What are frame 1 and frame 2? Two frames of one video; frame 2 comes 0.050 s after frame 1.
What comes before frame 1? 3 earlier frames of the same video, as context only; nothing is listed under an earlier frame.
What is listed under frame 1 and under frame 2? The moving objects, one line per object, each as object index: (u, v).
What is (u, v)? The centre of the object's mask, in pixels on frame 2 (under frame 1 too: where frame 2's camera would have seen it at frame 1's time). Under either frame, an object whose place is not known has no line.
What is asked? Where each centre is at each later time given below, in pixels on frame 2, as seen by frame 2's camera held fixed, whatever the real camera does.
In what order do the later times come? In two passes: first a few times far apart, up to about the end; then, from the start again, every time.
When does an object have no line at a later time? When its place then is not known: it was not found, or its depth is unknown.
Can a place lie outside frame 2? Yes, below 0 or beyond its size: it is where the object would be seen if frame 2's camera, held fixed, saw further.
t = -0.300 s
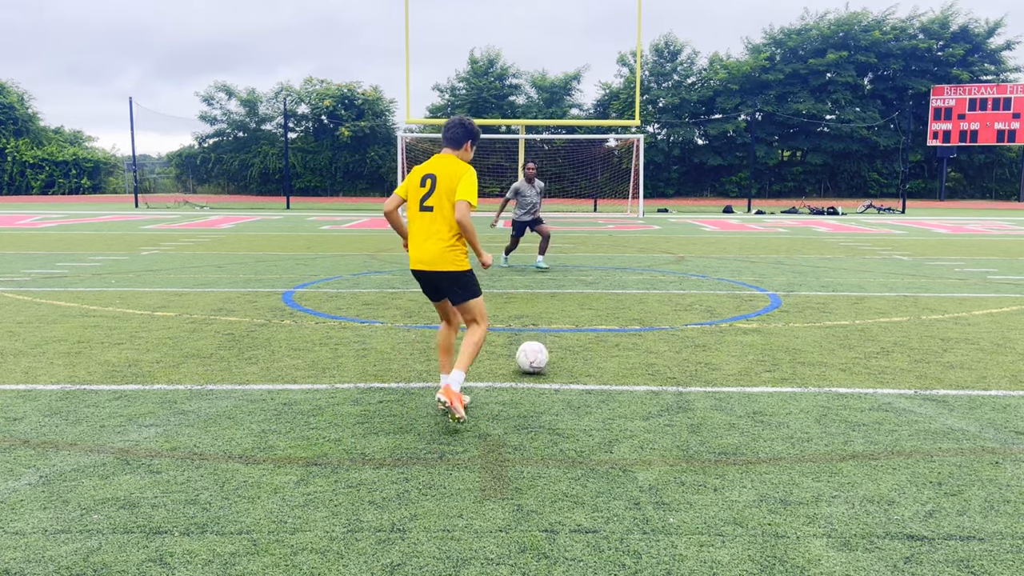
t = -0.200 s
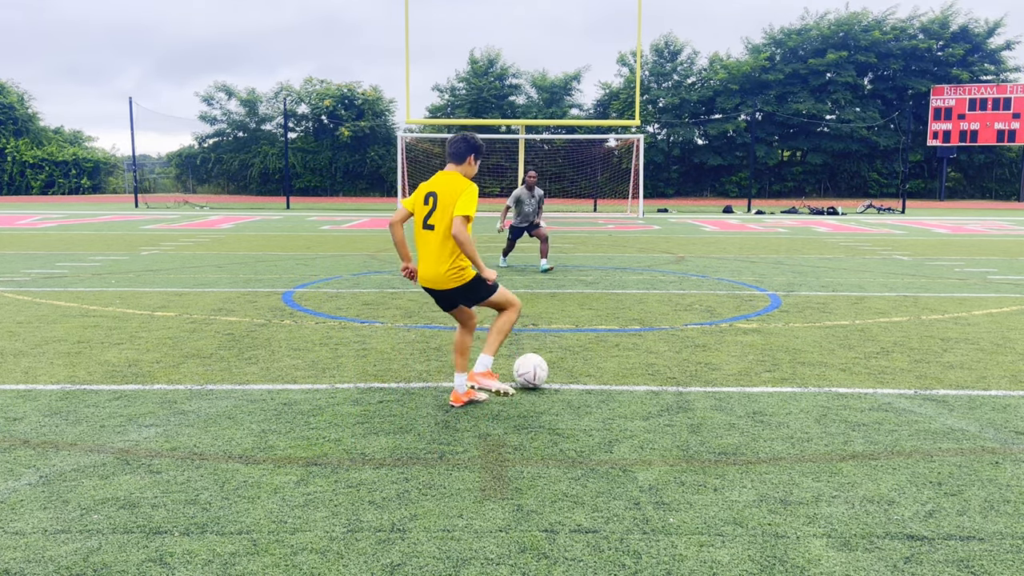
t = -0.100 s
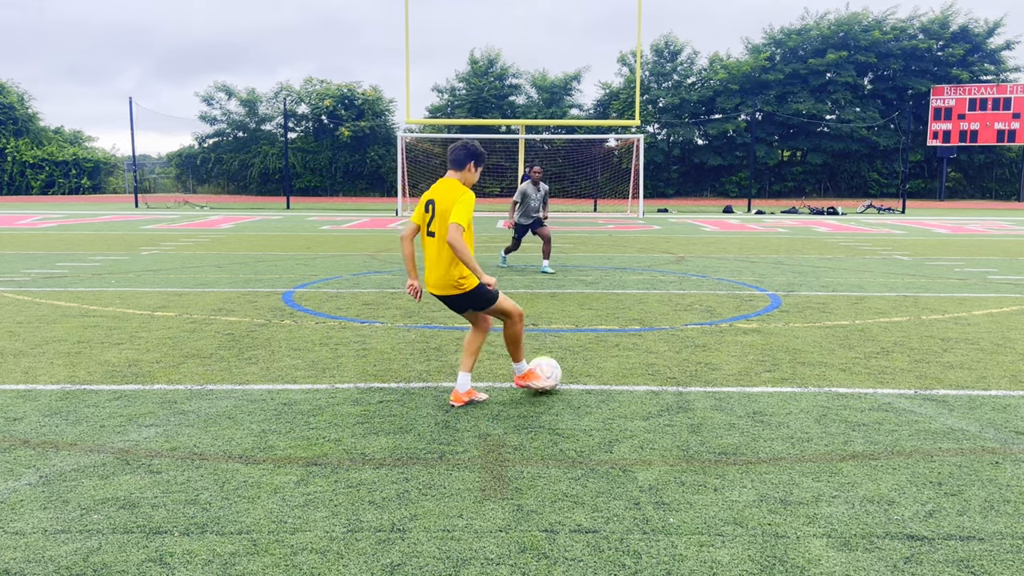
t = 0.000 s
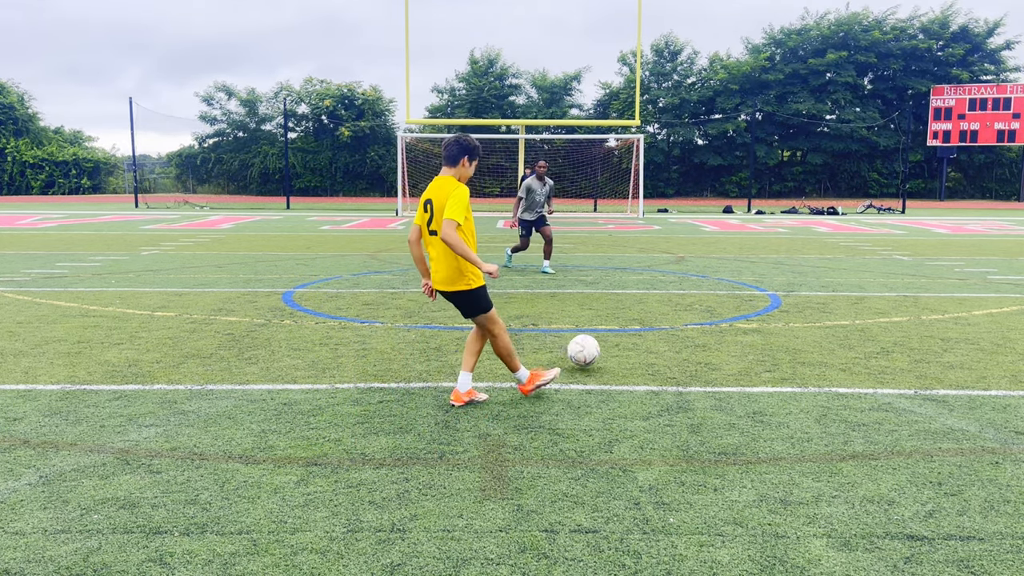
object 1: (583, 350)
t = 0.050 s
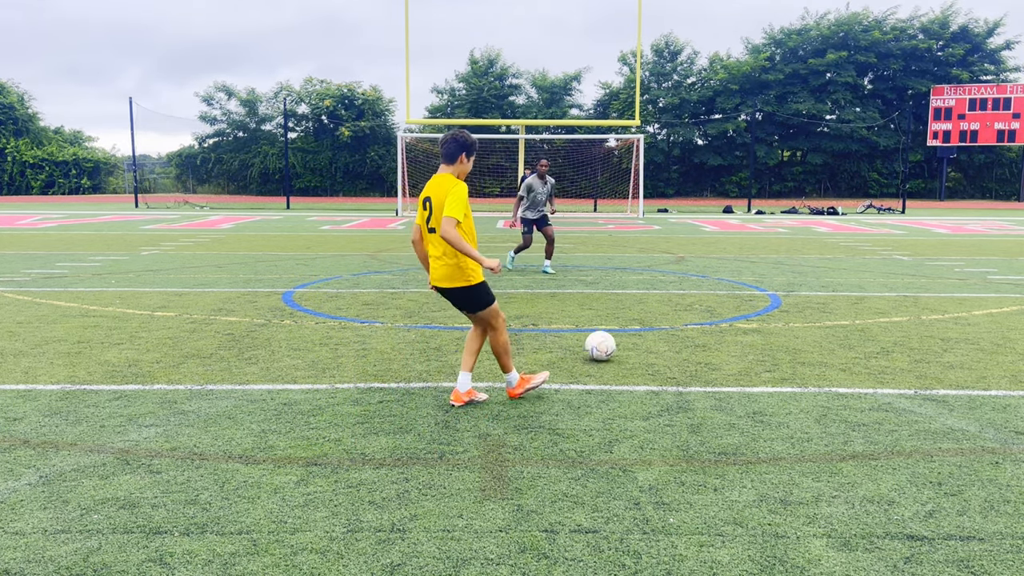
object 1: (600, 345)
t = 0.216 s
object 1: (641, 325)
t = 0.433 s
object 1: (674, 304)
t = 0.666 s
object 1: (697, 289)
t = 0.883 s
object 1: (714, 282)
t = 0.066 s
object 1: (605, 343)
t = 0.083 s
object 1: (610, 339)
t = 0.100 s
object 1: (614, 336)
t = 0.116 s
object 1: (618, 333)
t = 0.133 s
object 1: (622, 331)
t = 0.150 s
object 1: (626, 329)
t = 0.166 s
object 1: (630, 328)
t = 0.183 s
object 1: (634, 327)
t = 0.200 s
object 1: (637, 326)
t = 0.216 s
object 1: (641, 325)
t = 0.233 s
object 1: (644, 322)
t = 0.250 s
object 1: (647, 319)
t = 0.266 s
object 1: (650, 317)
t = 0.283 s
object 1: (652, 316)
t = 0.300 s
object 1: (655, 314)
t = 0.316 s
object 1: (658, 313)
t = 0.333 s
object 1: (661, 312)
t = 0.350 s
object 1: (663, 312)
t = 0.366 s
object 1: (666, 312)
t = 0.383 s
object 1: (668, 310)
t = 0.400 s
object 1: (670, 308)
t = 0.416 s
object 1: (672, 306)
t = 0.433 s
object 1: (674, 304)
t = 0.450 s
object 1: (676, 303)
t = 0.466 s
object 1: (678, 302)
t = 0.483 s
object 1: (679, 301)
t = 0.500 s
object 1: (682, 300)
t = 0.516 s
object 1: (683, 300)
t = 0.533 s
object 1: (685, 300)
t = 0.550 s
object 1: (686, 300)
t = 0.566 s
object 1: (688, 299)
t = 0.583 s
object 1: (690, 297)
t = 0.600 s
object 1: (691, 294)
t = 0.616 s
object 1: (693, 293)
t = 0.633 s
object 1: (695, 291)
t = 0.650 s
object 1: (696, 290)
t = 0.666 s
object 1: (697, 289)
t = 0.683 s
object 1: (699, 288)
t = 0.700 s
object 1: (700, 288)
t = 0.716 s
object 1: (702, 288)
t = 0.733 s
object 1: (703, 288)
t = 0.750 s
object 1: (705, 288)
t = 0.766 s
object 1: (706, 290)
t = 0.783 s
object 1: (707, 289)
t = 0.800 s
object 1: (708, 287)
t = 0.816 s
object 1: (710, 286)
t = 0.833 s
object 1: (711, 284)
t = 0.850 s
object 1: (712, 283)
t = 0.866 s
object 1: (713, 282)
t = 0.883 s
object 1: (714, 282)
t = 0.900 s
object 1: (716, 282)
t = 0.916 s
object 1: (717, 282)
